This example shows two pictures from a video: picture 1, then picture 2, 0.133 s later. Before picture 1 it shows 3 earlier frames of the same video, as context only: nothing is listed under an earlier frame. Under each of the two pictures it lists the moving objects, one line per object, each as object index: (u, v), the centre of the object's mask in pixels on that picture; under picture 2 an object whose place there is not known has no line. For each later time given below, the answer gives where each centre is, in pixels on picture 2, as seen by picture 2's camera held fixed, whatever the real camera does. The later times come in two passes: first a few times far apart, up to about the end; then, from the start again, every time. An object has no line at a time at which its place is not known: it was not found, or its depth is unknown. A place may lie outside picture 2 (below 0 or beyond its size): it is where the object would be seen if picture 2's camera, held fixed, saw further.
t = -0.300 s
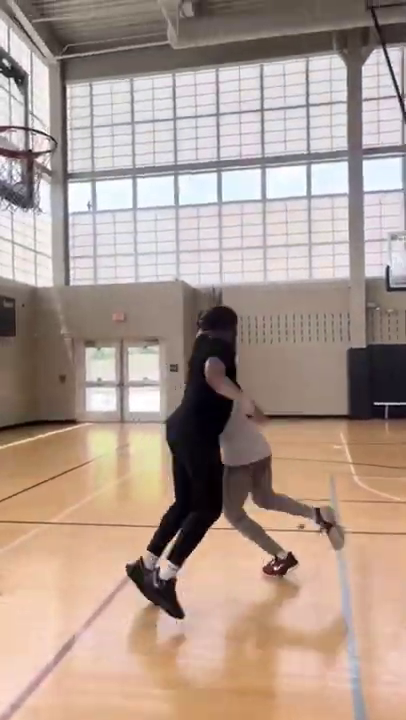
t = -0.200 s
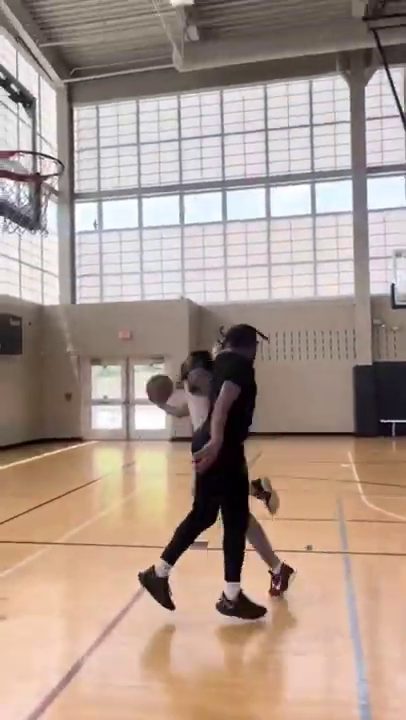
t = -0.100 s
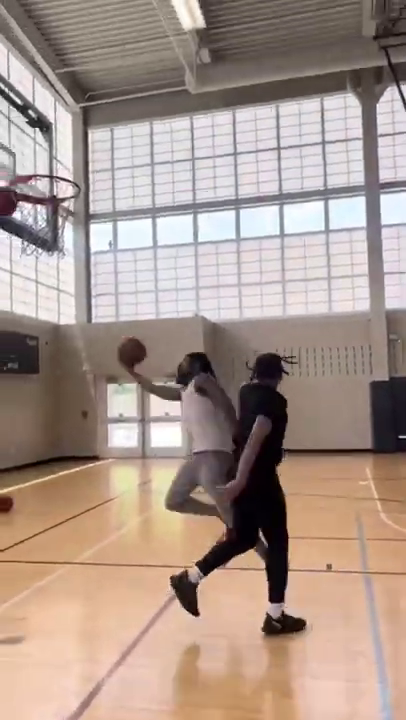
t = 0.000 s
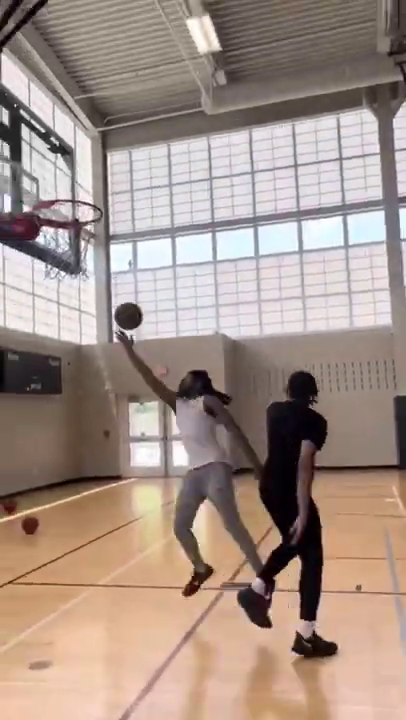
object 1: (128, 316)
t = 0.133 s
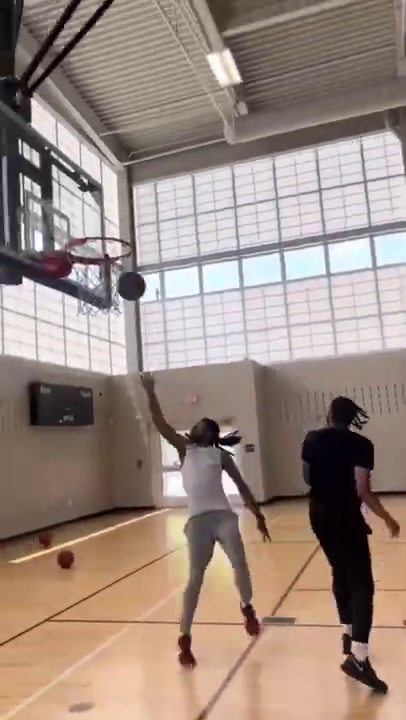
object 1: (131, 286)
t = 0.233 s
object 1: (111, 251)
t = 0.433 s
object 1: (96, 212)
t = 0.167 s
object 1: (124, 272)
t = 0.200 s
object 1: (118, 261)
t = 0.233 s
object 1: (111, 251)
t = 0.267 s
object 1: (105, 241)
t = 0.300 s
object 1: (98, 232)
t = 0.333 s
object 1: (91, 225)
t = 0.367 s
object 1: (92, 220)
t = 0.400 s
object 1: (94, 215)
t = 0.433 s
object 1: (96, 212)
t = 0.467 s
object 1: (98, 210)
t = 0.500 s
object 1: (101, 209)
